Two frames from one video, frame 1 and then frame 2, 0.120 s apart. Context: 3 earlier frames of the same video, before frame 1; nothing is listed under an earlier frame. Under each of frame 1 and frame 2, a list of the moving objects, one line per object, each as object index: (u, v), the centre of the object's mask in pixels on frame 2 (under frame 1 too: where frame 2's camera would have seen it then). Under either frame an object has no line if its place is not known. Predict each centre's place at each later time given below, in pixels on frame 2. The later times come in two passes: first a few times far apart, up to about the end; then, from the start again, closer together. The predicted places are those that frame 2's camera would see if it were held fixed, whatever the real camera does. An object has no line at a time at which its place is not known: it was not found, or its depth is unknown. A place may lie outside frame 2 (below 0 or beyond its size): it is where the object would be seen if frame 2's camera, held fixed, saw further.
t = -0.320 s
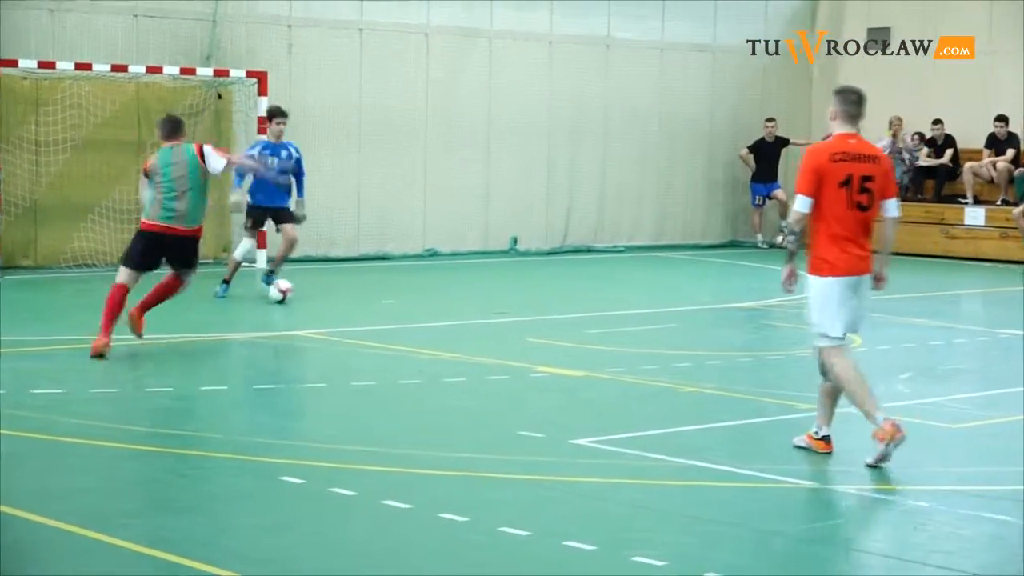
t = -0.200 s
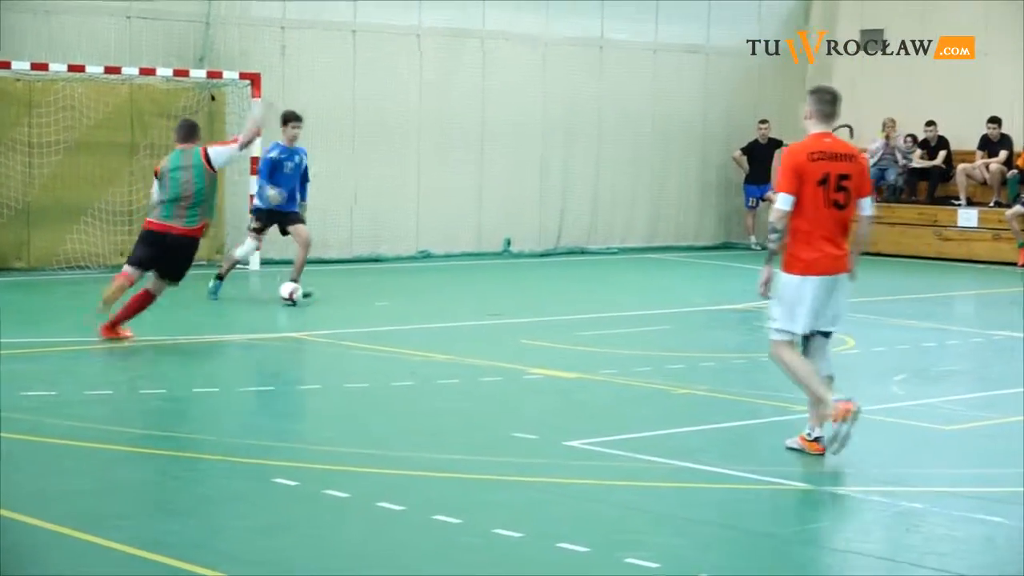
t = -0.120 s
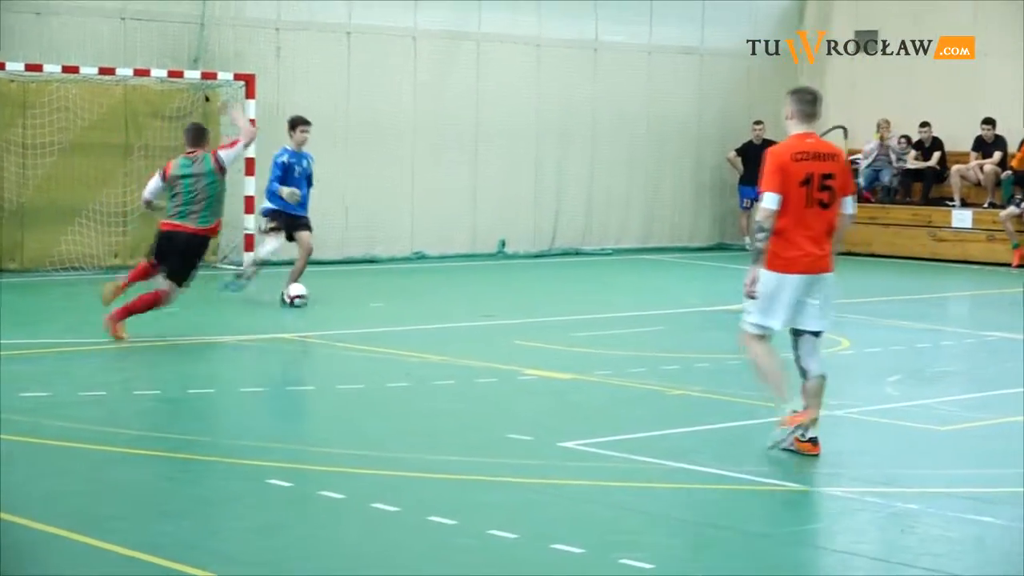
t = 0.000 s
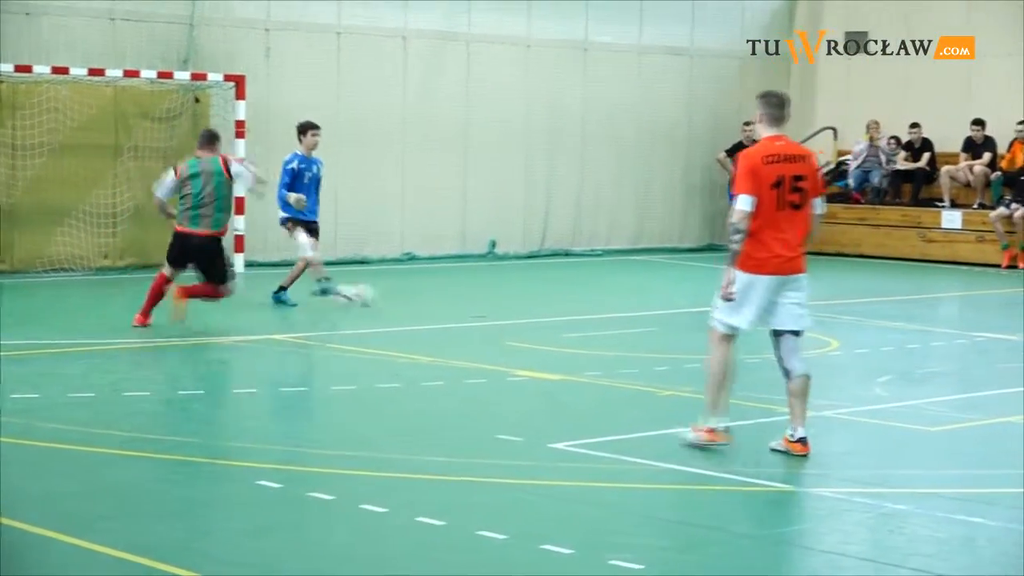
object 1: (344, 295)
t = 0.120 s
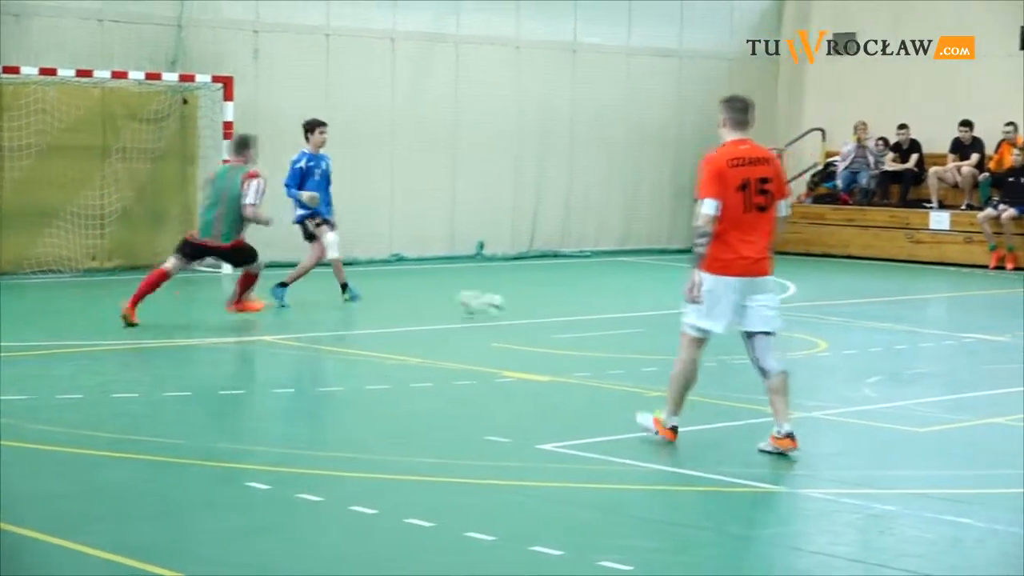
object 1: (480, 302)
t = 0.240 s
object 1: (616, 315)
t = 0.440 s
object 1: (828, 328)
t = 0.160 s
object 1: (527, 309)
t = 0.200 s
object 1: (573, 311)
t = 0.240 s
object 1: (616, 315)
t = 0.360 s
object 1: (744, 319)
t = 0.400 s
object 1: (784, 322)
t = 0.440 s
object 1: (828, 328)
